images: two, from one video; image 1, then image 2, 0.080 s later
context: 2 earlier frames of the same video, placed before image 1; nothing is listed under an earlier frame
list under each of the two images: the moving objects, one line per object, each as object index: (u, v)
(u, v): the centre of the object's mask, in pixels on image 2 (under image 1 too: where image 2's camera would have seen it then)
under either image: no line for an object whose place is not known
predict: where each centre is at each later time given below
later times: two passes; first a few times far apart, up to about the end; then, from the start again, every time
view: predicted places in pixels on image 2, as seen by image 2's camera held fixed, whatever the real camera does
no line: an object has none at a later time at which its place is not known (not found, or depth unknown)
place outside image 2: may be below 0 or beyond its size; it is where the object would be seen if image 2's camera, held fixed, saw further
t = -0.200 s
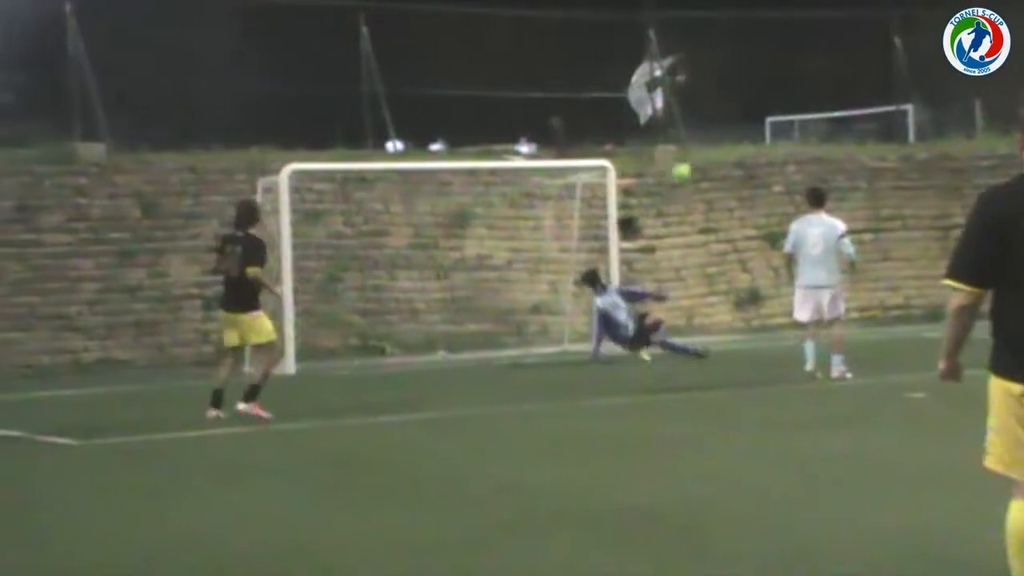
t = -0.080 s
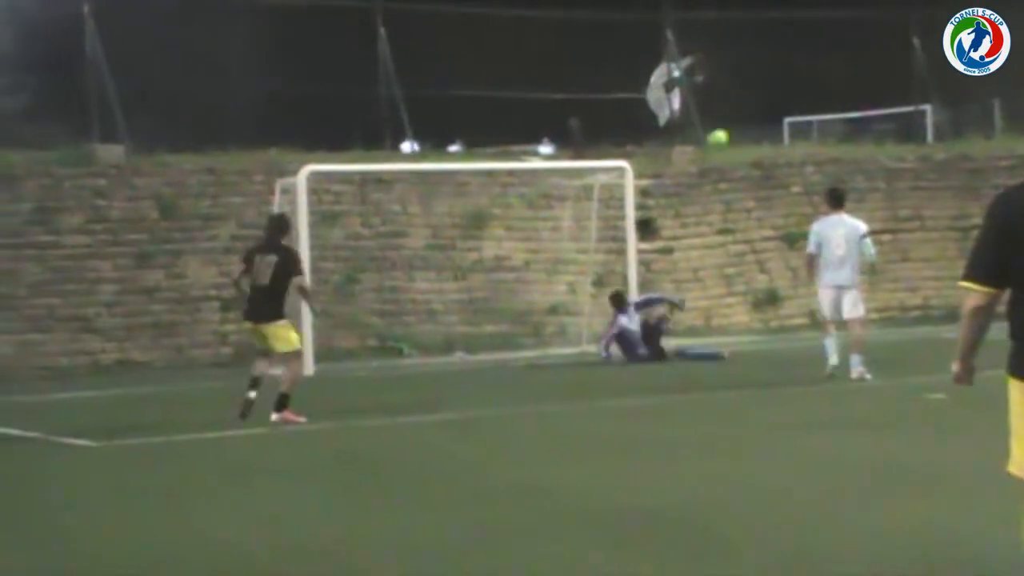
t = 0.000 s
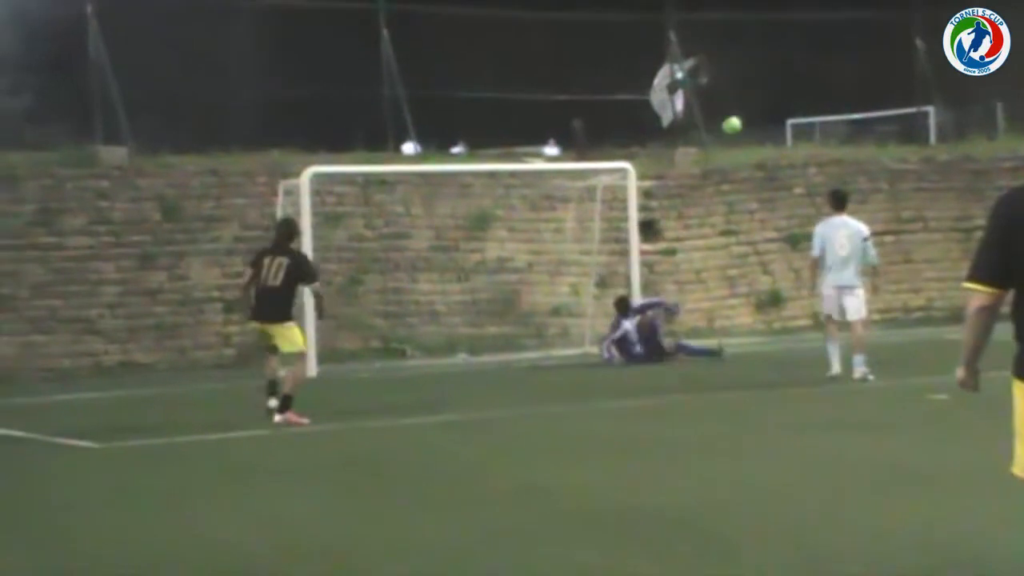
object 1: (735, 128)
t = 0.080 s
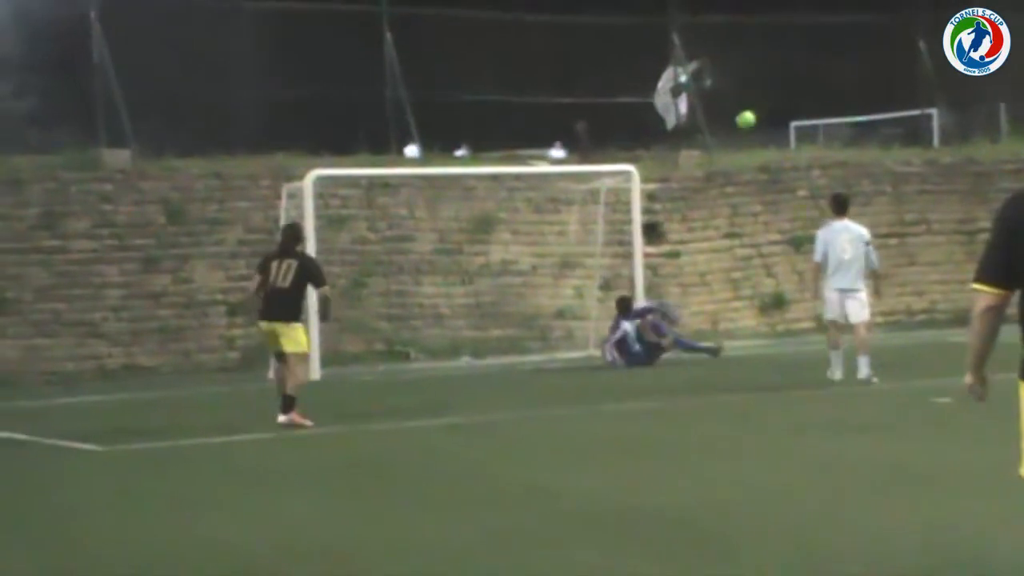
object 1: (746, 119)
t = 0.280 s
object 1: (770, 123)
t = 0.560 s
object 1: (779, 125)
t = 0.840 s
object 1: (763, 74)
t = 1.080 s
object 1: (797, 64)
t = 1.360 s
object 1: (836, 102)
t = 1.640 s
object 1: (856, 127)
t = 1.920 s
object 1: (847, 110)
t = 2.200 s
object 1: (858, 141)
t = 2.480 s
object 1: (890, 145)
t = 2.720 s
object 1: (910, 145)
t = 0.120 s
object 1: (751, 118)
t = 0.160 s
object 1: (756, 117)
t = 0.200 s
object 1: (761, 118)
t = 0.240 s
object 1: (765, 120)
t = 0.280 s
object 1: (770, 123)
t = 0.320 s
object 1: (774, 127)
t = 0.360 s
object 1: (778, 133)
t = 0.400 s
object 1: (782, 140)
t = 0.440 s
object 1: (786, 148)
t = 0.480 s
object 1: (788, 147)
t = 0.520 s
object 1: (783, 137)
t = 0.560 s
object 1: (779, 125)
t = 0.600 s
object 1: (775, 114)
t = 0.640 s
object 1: (771, 105)
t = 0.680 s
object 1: (766, 97)
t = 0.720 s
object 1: (762, 90)
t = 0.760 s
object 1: (758, 85)
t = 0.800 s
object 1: (758, 80)
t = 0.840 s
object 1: (763, 74)
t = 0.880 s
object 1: (768, 69)
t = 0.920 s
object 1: (774, 66)
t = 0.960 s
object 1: (780, 63)
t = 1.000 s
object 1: (785, 62)
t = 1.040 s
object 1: (791, 62)
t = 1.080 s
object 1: (797, 64)
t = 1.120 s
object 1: (802, 66)
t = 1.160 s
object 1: (808, 70)
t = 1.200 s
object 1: (814, 73)
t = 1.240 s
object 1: (819, 79)
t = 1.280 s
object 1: (825, 86)
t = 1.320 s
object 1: (830, 93)
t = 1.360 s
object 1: (836, 102)
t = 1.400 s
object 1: (843, 112)
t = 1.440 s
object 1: (849, 123)
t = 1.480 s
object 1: (854, 134)
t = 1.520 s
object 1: (860, 146)
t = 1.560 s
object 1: (860, 141)
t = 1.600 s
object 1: (858, 134)
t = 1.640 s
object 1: (856, 127)
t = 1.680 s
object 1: (856, 121)
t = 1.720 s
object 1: (853, 116)
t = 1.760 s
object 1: (852, 113)
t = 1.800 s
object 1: (850, 110)
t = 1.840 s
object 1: (849, 109)
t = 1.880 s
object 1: (848, 109)
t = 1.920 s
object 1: (847, 110)
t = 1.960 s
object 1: (845, 112)
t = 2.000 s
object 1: (847, 114)
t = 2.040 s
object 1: (849, 118)
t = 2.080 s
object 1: (851, 122)
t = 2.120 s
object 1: (853, 127)
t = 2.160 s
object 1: (856, 134)
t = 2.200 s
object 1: (858, 141)
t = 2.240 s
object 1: (862, 145)
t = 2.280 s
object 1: (868, 145)
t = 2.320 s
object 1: (873, 146)
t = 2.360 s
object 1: (878, 146)
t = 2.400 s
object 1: (882, 146)
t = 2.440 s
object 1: (886, 146)
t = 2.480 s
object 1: (890, 145)
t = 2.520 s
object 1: (893, 145)
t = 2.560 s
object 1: (896, 145)
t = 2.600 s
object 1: (900, 145)
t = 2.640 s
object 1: (902, 144)
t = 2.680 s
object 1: (906, 144)
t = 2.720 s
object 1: (910, 145)
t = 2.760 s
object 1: (912, 145)
